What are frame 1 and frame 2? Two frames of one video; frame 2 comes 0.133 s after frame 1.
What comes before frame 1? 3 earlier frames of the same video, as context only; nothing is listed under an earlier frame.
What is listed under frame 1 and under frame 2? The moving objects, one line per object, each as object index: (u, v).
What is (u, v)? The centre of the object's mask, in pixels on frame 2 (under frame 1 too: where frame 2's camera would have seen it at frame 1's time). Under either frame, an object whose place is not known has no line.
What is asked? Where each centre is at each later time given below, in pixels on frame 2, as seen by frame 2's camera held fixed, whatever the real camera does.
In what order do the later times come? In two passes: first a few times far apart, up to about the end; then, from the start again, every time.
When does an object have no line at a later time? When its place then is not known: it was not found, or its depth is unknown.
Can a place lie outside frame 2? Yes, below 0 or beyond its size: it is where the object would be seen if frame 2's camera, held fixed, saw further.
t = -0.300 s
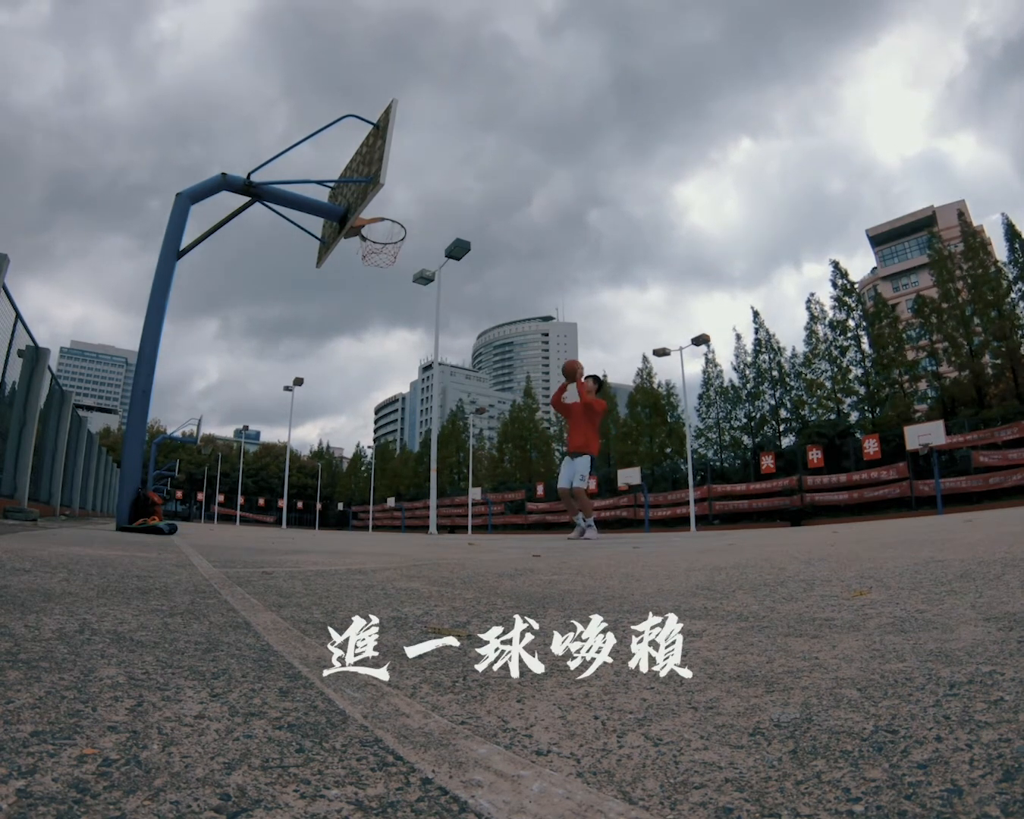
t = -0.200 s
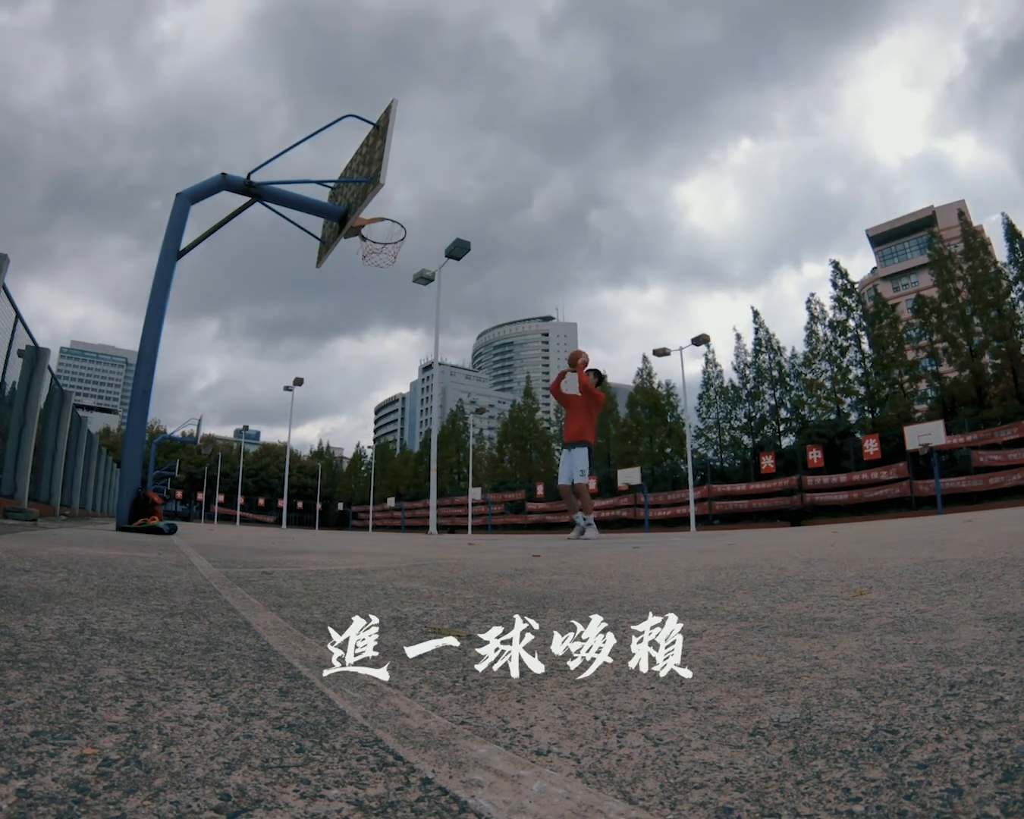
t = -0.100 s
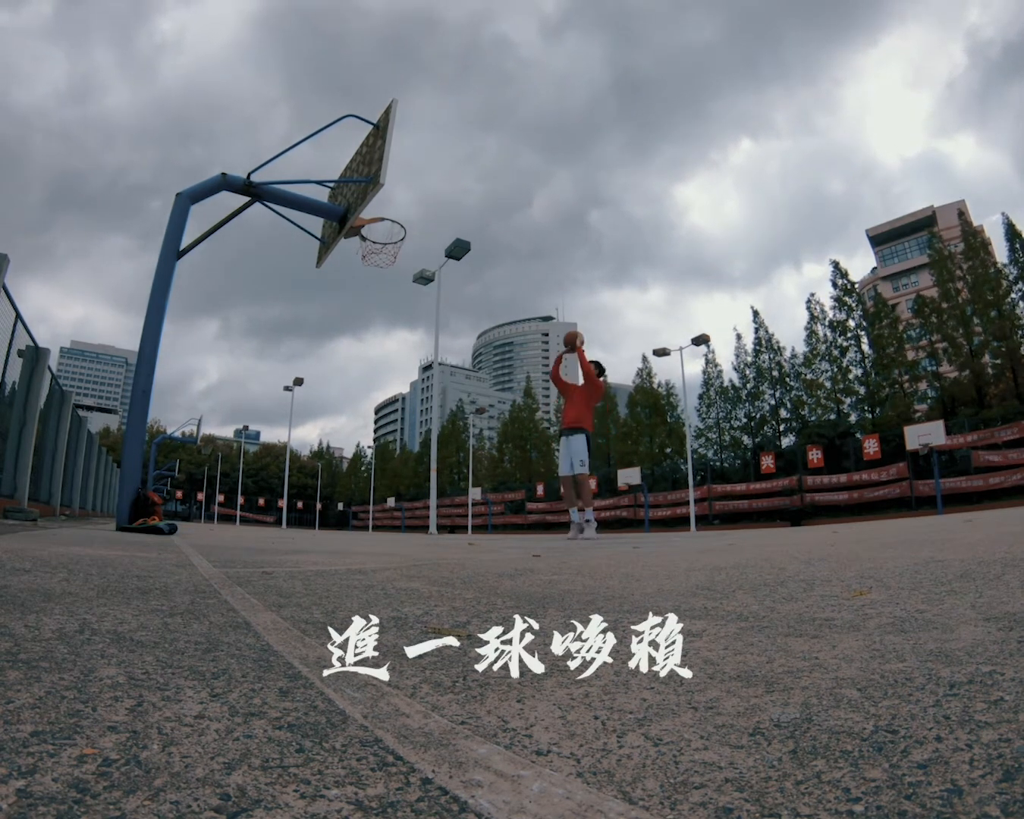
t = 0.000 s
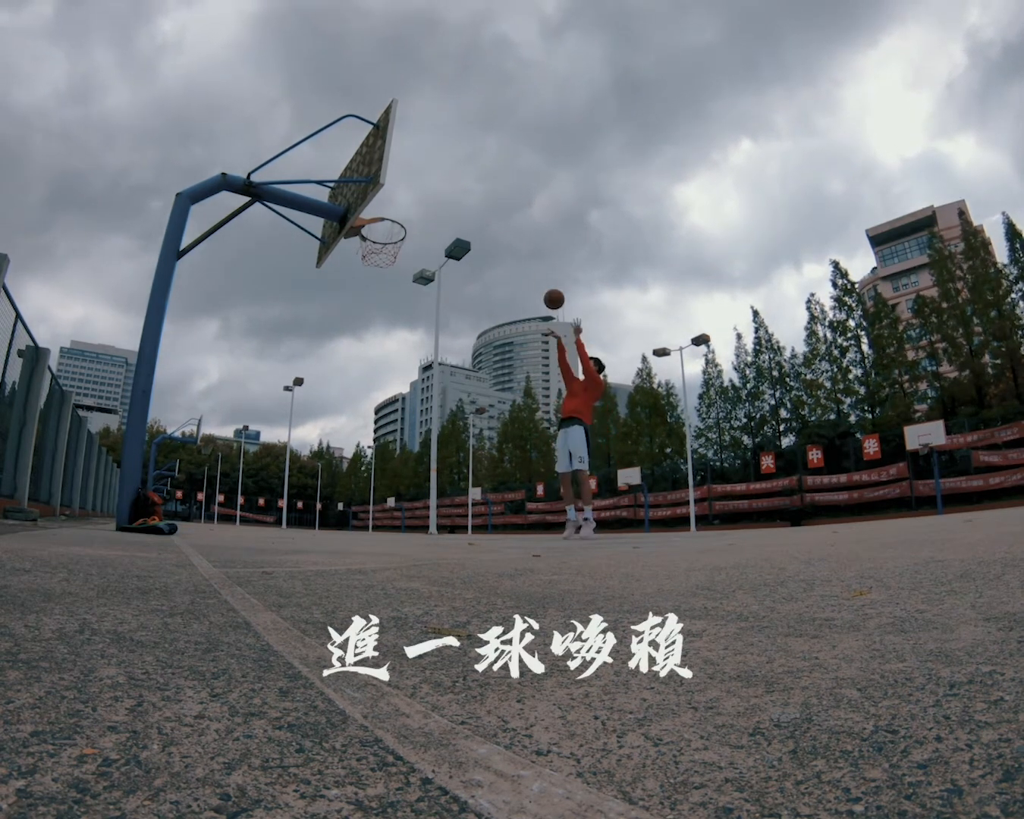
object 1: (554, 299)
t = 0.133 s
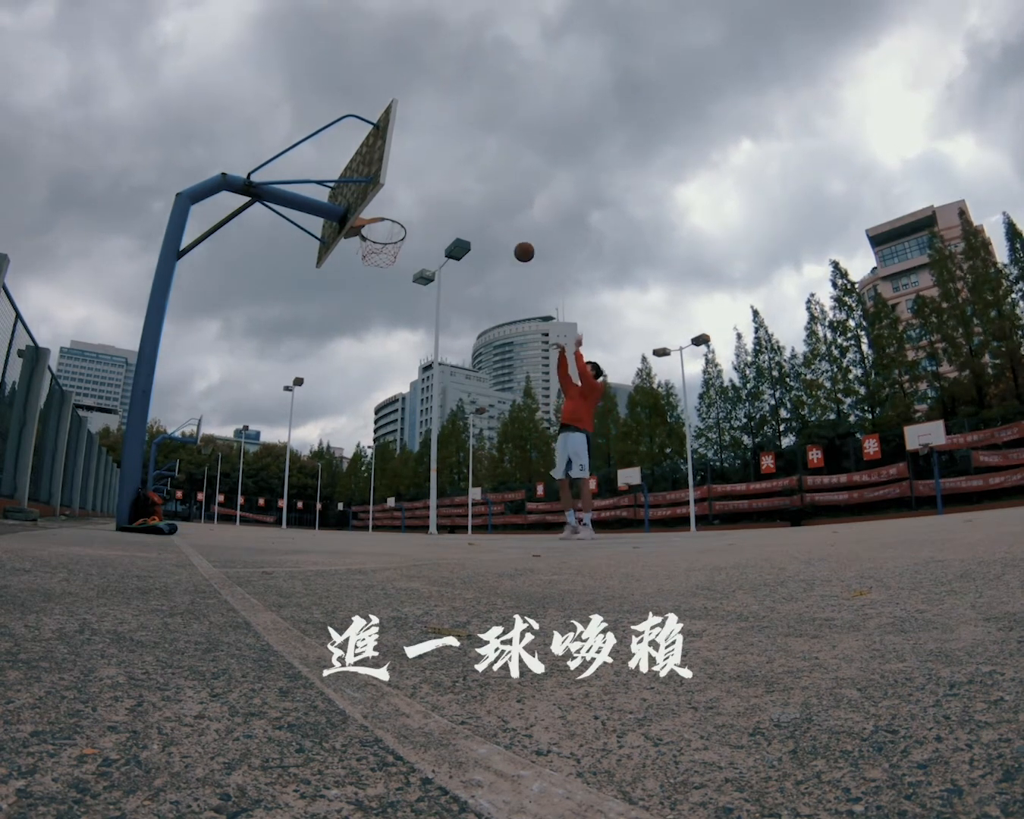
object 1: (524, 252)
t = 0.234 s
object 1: (502, 226)
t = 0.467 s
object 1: (450, 195)
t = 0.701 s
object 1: (392, 204)
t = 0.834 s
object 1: (370, 211)
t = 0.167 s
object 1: (517, 242)
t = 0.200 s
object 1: (509, 234)
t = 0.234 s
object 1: (502, 226)
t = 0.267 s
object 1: (495, 219)
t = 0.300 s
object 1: (487, 213)
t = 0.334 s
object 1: (480, 208)
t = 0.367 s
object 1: (473, 203)
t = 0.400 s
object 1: (465, 200)
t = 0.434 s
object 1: (457, 197)
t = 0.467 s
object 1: (450, 195)
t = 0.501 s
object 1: (442, 194)
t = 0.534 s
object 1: (434, 193)
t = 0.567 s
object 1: (426, 194)
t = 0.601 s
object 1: (418, 195)
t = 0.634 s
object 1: (409, 197)
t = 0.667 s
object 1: (400, 200)
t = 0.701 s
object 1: (392, 204)
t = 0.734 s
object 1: (383, 208)
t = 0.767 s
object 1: (373, 211)
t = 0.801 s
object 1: (368, 219)
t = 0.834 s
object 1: (370, 211)
